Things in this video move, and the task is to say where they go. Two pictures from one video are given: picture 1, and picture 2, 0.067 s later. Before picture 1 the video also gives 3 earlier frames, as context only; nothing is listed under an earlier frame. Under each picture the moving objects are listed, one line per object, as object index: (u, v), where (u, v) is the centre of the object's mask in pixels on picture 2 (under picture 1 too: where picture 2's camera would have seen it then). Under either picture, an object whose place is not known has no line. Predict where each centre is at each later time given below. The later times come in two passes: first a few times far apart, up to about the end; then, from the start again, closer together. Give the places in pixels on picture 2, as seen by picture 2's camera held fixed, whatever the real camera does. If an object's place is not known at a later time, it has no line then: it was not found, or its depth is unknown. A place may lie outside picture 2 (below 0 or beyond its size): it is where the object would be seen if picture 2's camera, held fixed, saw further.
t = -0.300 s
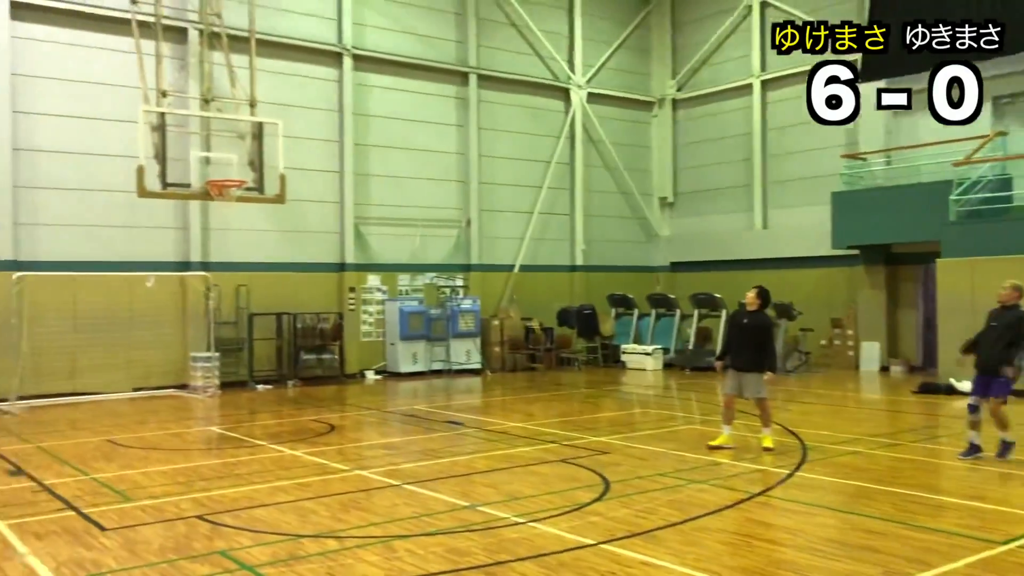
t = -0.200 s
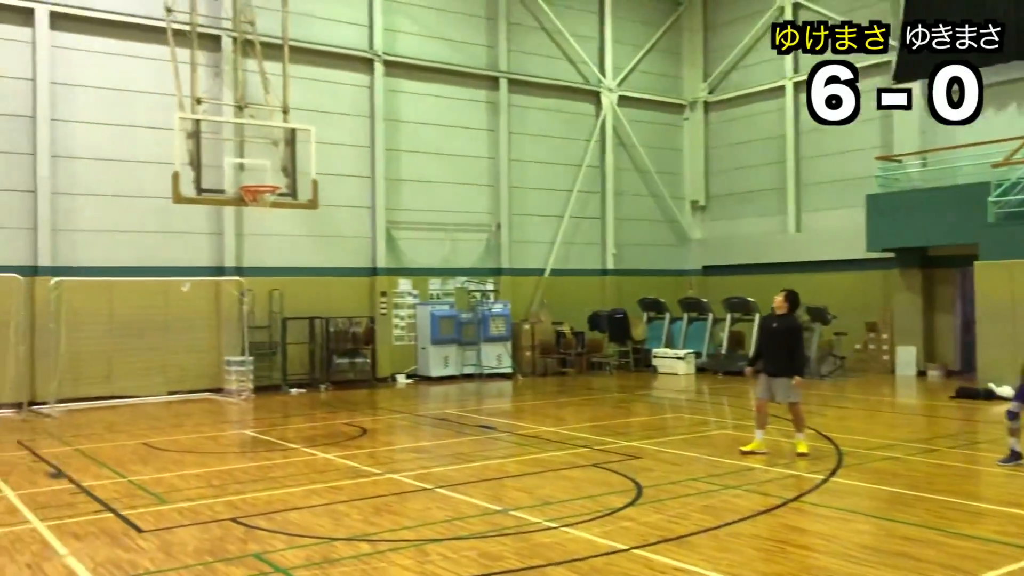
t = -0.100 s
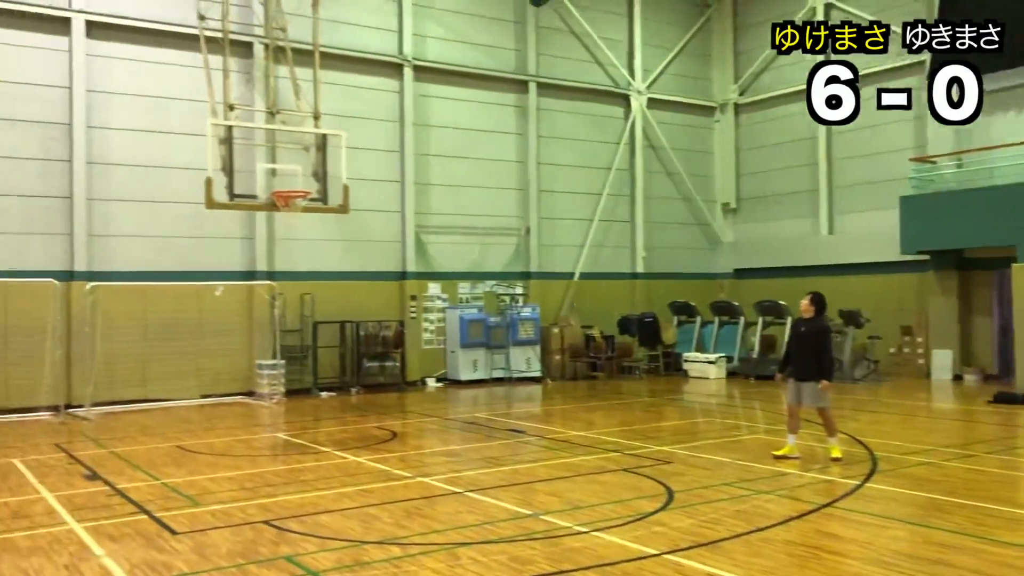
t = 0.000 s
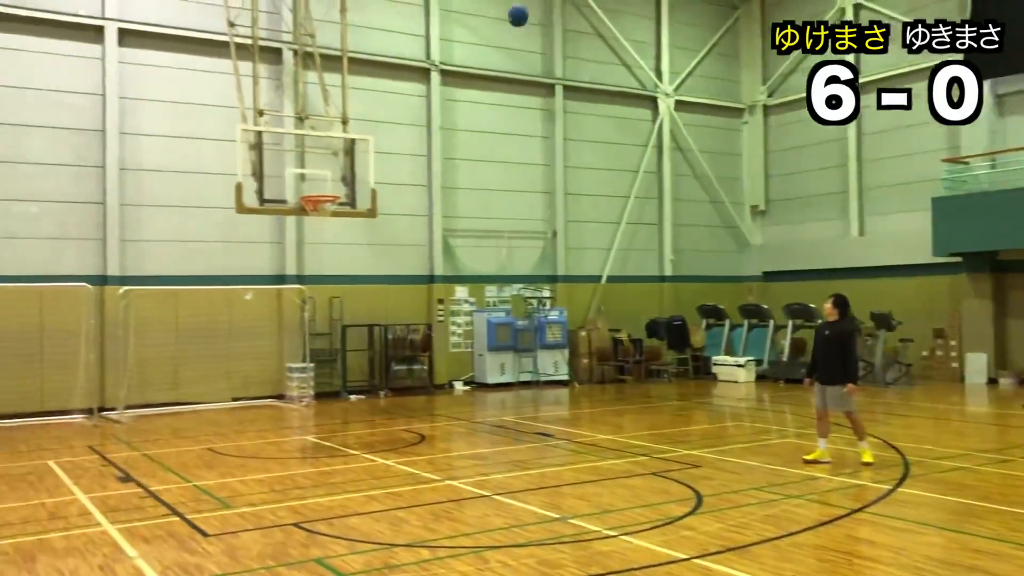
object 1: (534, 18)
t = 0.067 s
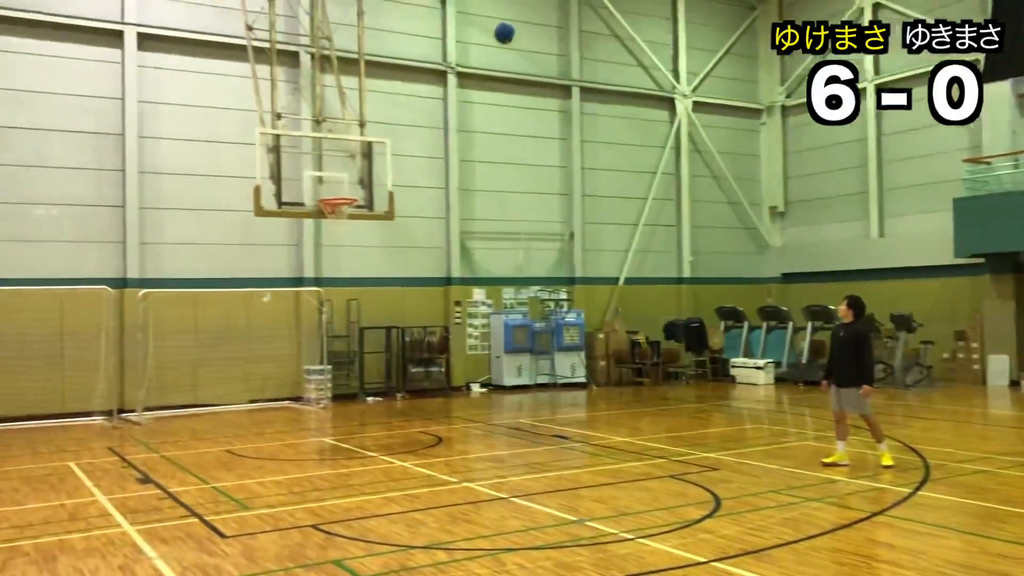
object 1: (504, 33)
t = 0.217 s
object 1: (443, 79)
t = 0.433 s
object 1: (360, 169)
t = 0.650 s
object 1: (324, 223)
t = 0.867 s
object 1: (321, 274)
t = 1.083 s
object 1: (311, 358)
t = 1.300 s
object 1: (314, 410)
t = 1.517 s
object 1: (335, 340)
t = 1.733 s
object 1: (355, 308)
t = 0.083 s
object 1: (497, 37)
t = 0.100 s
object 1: (490, 42)
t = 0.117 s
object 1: (483, 47)
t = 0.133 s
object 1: (476, 51)
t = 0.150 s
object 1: (469, 57)
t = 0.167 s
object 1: (462, 62)
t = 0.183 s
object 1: (456, 67)
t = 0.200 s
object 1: (449, 73)
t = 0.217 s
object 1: (443, 79)
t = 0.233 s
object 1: (435, 84)
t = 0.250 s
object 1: (429, 91)
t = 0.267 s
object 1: (422, 98)
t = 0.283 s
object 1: (416, 104)
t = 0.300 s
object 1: (410, 111)
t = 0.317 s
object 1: (403, 118)
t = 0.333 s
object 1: (397, 124)
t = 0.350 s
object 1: (391, 131)
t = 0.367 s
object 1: (384, 139)
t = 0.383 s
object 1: (378, 146)
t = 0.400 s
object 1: (372, 153)
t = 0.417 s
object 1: (365, 162)
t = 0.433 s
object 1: (360, 169)
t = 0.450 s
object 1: (354, 177)
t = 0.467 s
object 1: (347, 186)
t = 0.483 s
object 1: (341, 192)
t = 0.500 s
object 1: (336, 202)
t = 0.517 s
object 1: (330, 210)
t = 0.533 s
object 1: (327, 214)
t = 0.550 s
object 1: (326, 215)
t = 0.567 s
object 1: (326, 216)
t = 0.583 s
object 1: (326, 217)
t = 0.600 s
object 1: (325, 218)
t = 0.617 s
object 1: (325, 219)
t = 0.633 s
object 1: (324, 221)
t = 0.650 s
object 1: (324, 223)
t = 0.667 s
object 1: (324, 228)
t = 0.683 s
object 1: (325, 231)
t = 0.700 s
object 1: (324, 234)
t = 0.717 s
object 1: (324, 237)
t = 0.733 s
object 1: (323, 240)
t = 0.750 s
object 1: (323, 243)
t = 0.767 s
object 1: (323, 248)
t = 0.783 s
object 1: (323, 252)
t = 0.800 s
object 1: (322, 255)
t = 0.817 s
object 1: (322, 260)
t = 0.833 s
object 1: (321, 265)
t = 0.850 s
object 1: (321, 268)
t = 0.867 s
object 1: (321, 274)
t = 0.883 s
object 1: (320, 279)
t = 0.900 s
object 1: (320, 285)
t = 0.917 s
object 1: (319, 290)
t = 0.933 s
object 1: (318, 297)
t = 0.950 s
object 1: (318, 302)
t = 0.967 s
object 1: (317, 308)
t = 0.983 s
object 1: (317, 315)
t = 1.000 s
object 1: (316, 322)
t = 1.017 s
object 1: (316, 328)
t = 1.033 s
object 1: (316, 336)
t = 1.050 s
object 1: (315, 344)
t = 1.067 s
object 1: (314, 351)
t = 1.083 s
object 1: (311, 358)
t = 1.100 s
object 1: (312, 366)
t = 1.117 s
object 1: (312, 374)
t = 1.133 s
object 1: (312, 383)
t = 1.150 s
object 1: (312, 393)
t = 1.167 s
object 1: (311, 400)
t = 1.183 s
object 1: (309, 410)
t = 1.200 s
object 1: (308, 420)
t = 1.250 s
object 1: (308, 431)
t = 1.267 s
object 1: (310, 425)
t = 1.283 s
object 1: (311, 417)
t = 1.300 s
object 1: (314, 410)
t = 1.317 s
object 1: (315, 404)
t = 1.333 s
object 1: (318, 397)
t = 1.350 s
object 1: (319, 391)
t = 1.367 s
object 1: (321, 386)
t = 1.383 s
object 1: (322, 380)
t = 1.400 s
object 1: (324, 374)
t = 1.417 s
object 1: (326, 369)
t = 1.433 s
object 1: (327, 364)
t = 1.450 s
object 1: (329, 358)
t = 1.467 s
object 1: (331, 356)
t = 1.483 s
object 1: (332, 350)
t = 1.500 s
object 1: (332, 345)
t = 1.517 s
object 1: (335, 340)
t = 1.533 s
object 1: (337, 338)
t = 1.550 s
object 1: (338, 334)
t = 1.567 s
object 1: (340, 332)
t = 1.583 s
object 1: (341, 327)
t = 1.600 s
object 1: (343, 325)
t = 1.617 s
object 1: (345, 322)
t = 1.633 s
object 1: (346, 319)
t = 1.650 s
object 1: (348, 317)
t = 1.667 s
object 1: (349, 315)
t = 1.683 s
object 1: (351, 313)
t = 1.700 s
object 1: (352, 312)
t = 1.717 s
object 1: (354, 309)
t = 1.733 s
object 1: (355, 308)
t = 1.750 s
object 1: (356, 308)
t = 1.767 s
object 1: (359, 308)
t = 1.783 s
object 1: (361, 307)
